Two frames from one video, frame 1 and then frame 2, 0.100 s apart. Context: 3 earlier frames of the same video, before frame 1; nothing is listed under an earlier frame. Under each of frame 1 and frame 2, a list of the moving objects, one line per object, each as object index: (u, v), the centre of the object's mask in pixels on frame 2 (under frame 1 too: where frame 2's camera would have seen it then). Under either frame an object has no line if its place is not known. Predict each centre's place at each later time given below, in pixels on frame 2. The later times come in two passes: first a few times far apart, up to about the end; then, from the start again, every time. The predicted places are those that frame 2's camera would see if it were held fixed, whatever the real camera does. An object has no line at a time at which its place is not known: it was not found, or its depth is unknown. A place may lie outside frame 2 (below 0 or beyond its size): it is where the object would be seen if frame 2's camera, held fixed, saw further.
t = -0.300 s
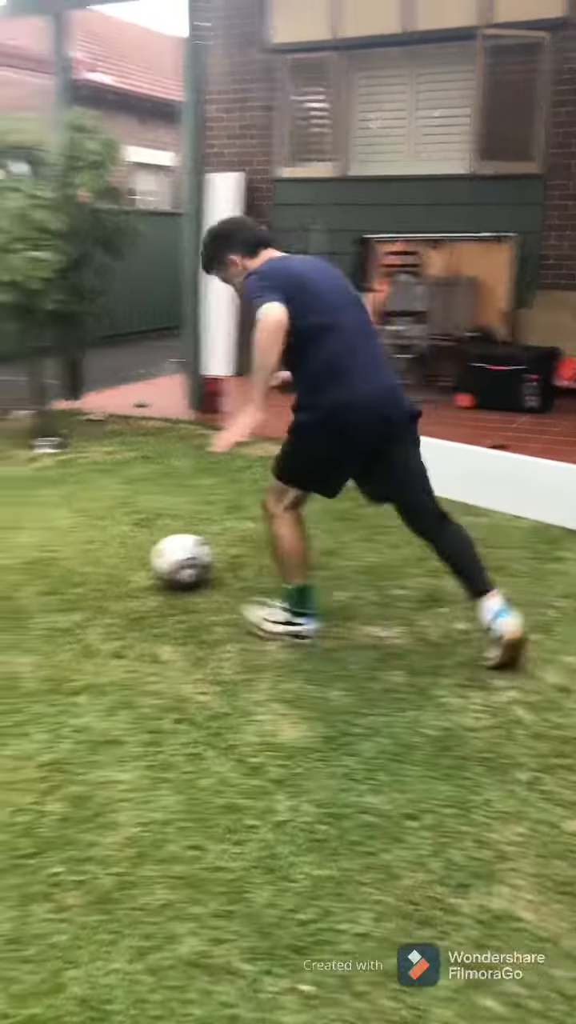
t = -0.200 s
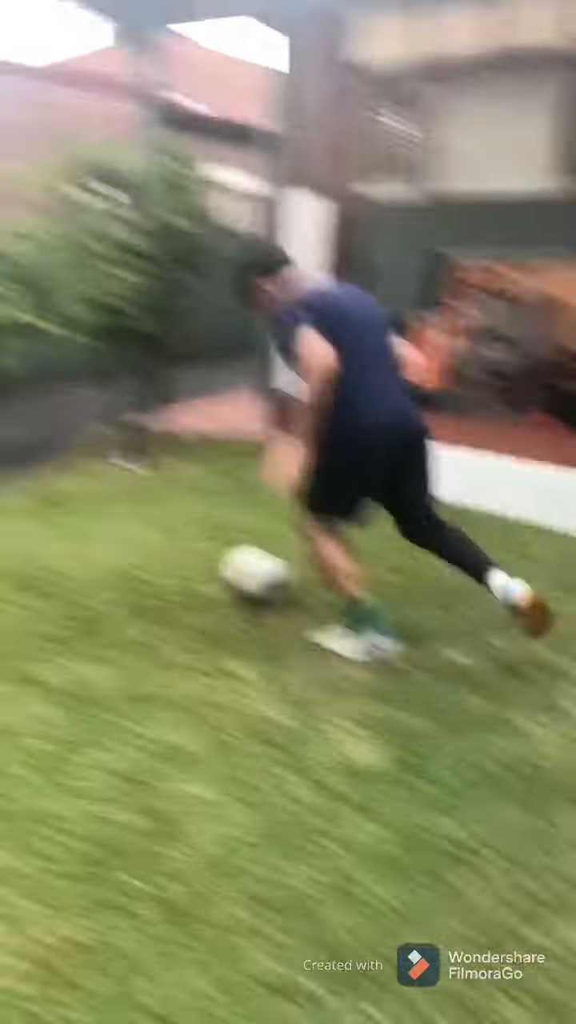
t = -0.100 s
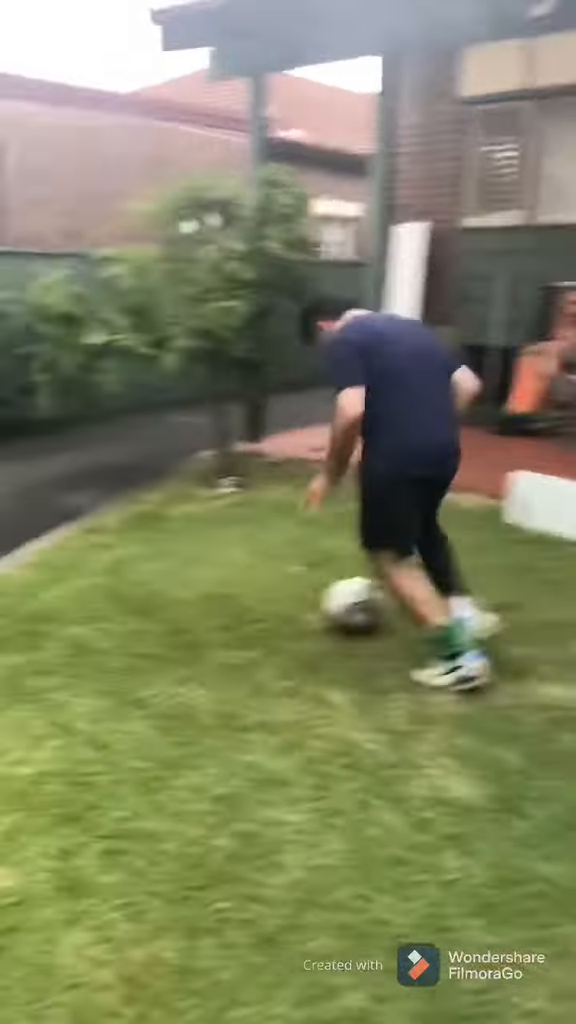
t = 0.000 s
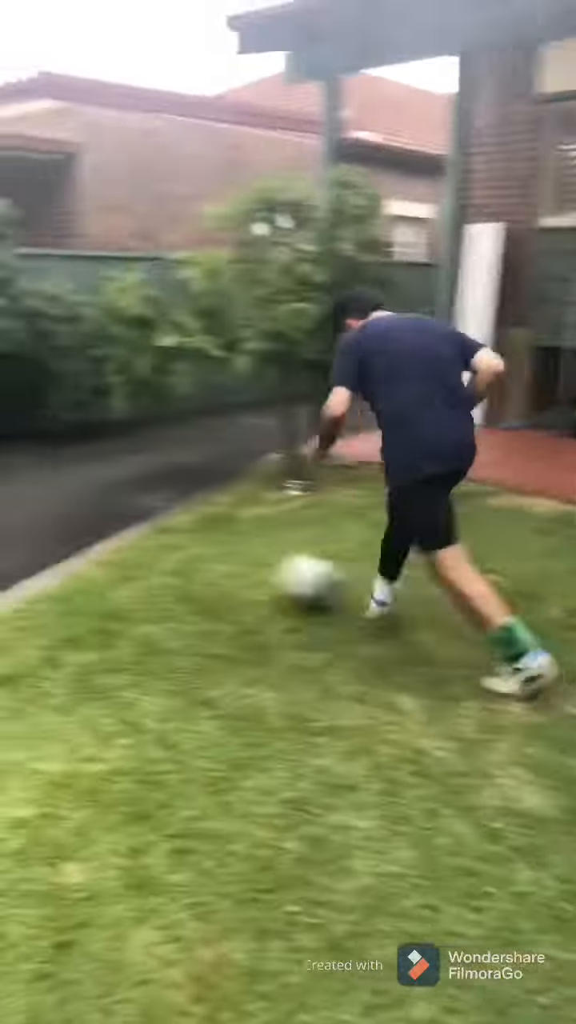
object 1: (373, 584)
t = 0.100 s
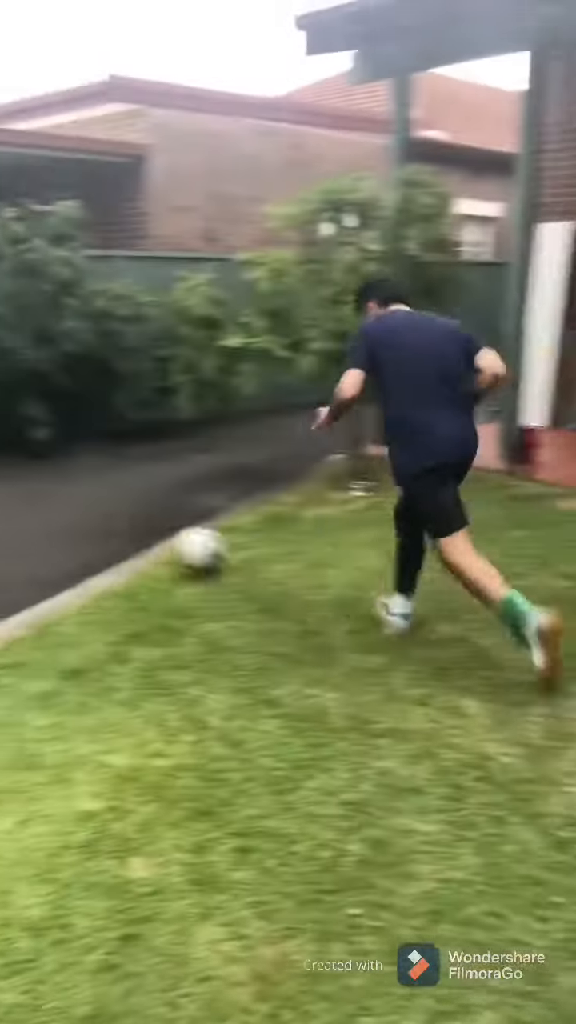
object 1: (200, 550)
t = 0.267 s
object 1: (18, 504)
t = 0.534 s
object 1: (-146, 469)
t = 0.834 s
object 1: (-160, 431)
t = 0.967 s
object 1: (-144, 443)
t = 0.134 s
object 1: (153, 543)
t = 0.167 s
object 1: (115, 531)
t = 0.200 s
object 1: (80, 517)
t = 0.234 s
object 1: (49, 510)
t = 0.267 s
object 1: (18, 504)
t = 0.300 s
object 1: (-8, 499)
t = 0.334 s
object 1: (-34, 496)
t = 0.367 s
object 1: (-58, 491)
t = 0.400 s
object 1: (-77, 482)
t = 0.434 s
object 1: (-96, 478)
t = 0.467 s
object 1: (-115, 475)
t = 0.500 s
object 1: (-130, 472)
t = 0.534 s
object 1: (-146, 469)
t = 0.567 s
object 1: (-162, 466)
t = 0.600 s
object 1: (-174, 462)
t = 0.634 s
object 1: (-176, 453)
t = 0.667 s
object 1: (-174, 447)
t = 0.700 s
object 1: (-171, 441)
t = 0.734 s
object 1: (-170, 438)
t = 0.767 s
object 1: (-165, 433)
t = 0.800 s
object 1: (-163, 431)
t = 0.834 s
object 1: (-160, 431)
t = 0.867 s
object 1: (-156, 431)
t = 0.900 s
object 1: (-153, 433)
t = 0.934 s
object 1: (-149, 438)
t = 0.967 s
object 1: (-144, 443)
